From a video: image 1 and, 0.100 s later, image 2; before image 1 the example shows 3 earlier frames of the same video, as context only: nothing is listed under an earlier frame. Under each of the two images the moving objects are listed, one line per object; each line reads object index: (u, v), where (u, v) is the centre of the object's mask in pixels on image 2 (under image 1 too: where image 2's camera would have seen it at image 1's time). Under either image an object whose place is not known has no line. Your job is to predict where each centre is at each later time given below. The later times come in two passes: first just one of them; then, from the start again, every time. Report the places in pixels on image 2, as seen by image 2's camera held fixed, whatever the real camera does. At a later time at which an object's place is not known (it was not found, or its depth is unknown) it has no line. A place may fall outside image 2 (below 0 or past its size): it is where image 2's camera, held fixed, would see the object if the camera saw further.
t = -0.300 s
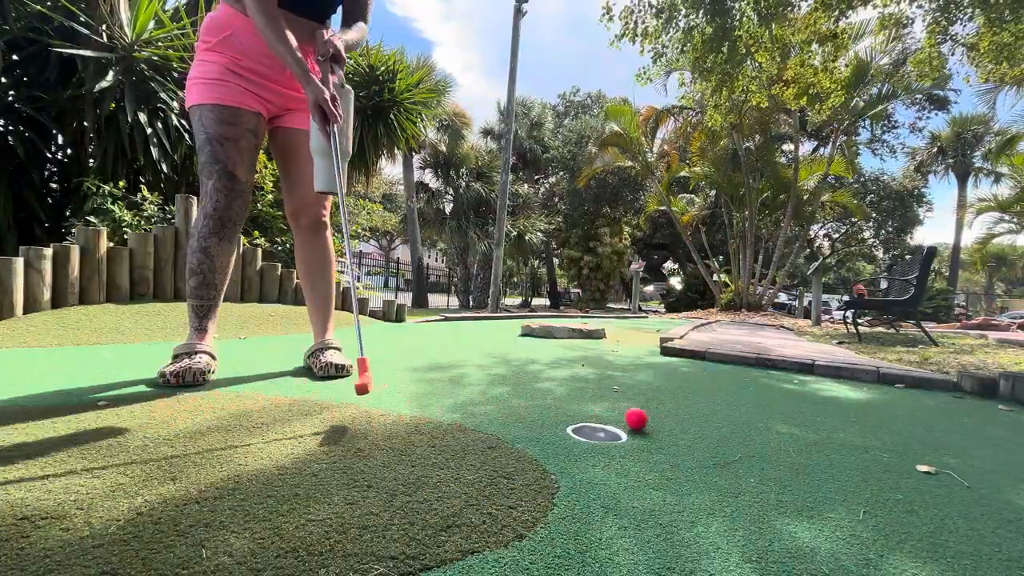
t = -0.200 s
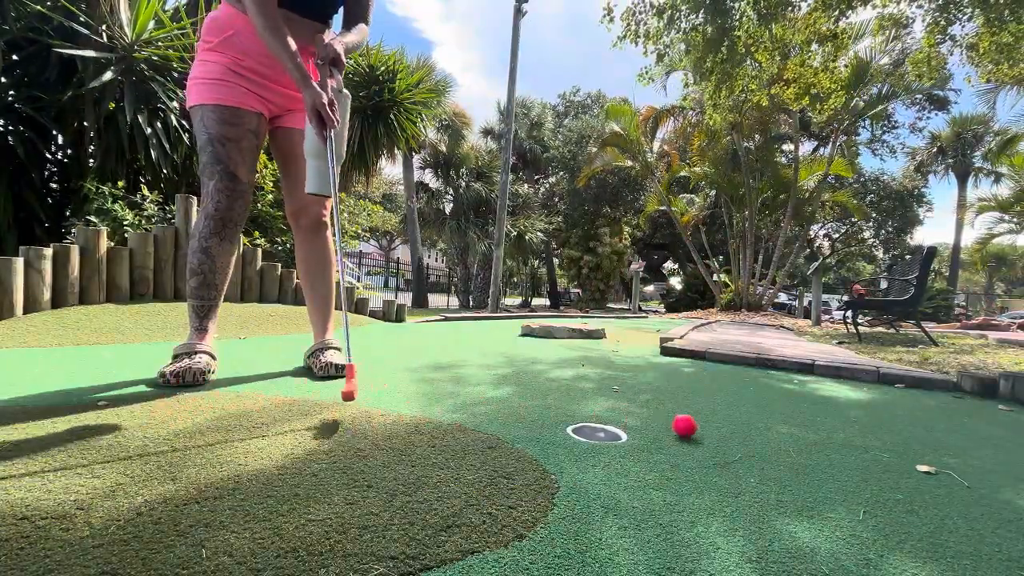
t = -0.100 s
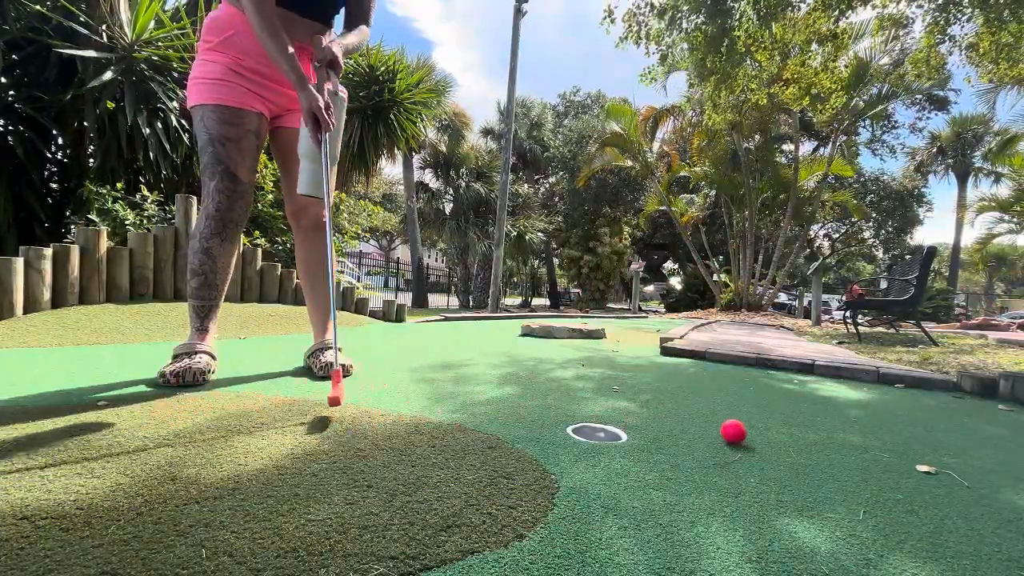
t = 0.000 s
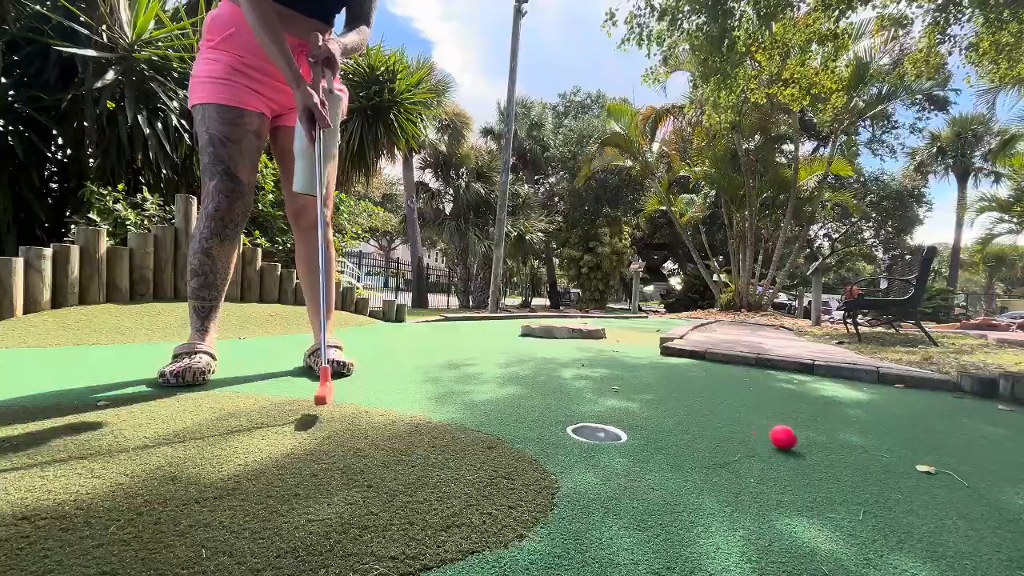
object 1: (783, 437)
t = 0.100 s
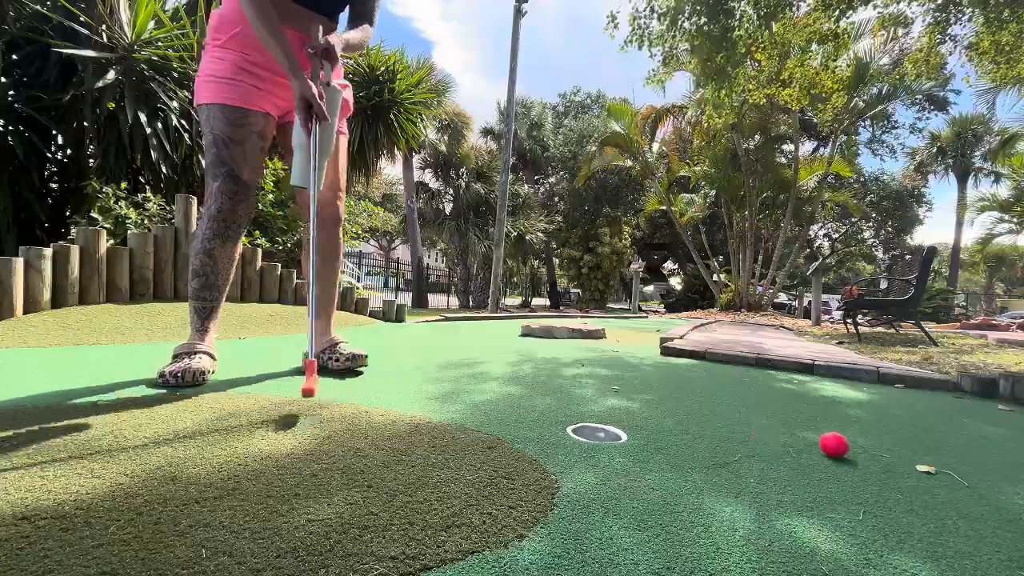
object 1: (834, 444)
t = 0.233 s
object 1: (903, 453)
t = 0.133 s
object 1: (851, 447)
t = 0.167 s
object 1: (868, 449)
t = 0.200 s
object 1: (885, 451)
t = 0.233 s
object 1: (903, 453)
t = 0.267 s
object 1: (921, 456)
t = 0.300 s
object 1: (937, 457)
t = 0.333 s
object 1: (954, 460)
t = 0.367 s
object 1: (969, 462)
